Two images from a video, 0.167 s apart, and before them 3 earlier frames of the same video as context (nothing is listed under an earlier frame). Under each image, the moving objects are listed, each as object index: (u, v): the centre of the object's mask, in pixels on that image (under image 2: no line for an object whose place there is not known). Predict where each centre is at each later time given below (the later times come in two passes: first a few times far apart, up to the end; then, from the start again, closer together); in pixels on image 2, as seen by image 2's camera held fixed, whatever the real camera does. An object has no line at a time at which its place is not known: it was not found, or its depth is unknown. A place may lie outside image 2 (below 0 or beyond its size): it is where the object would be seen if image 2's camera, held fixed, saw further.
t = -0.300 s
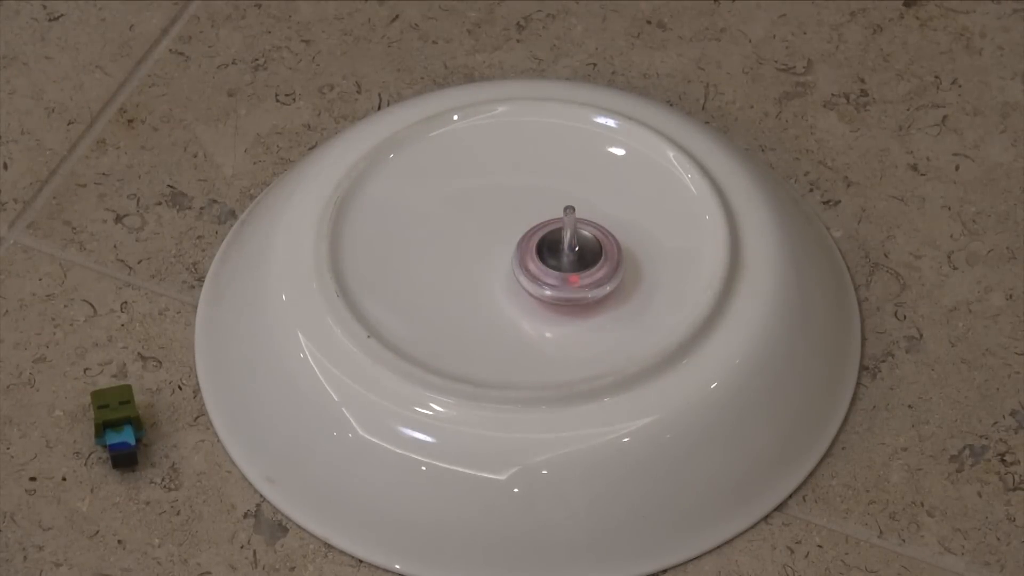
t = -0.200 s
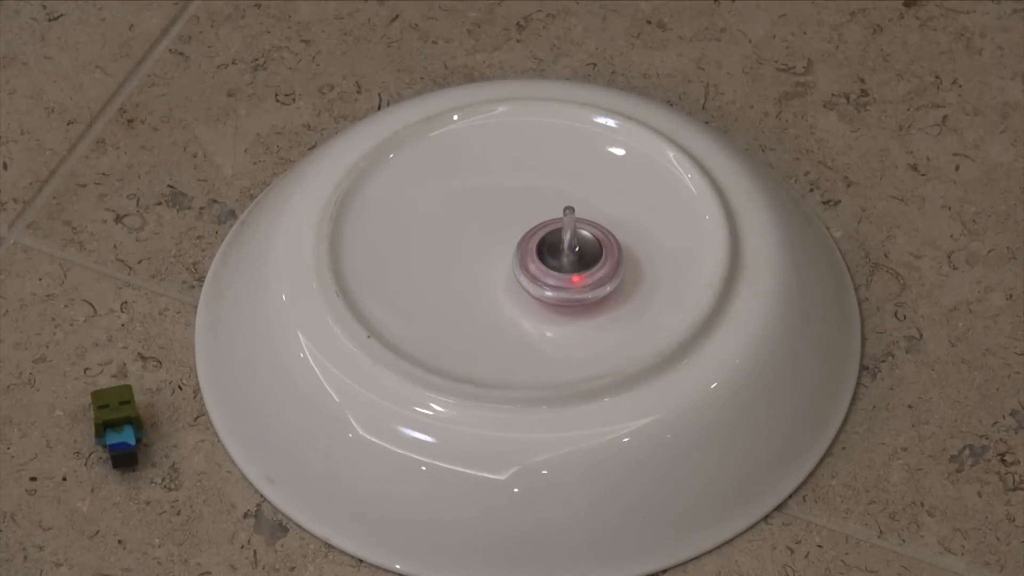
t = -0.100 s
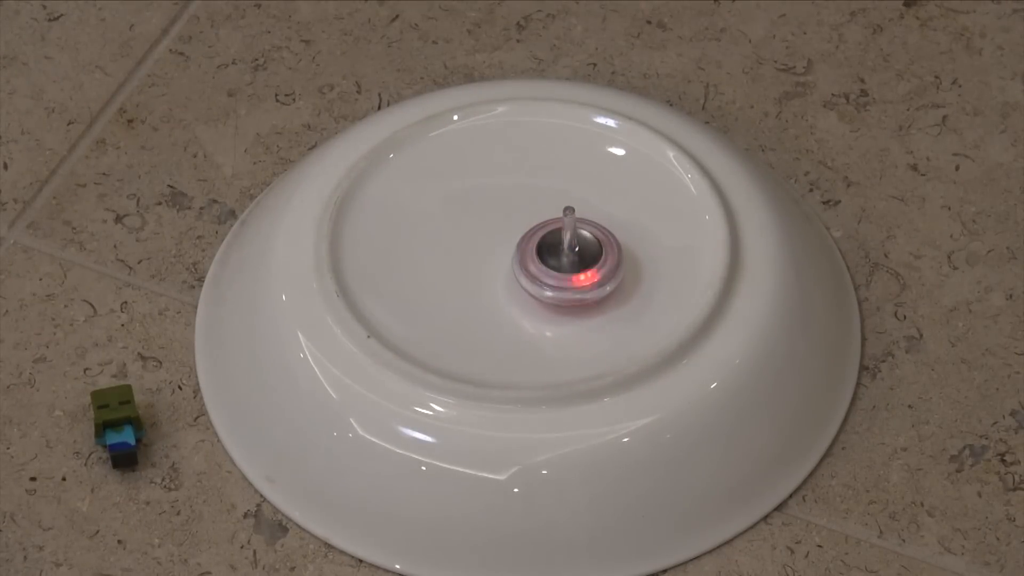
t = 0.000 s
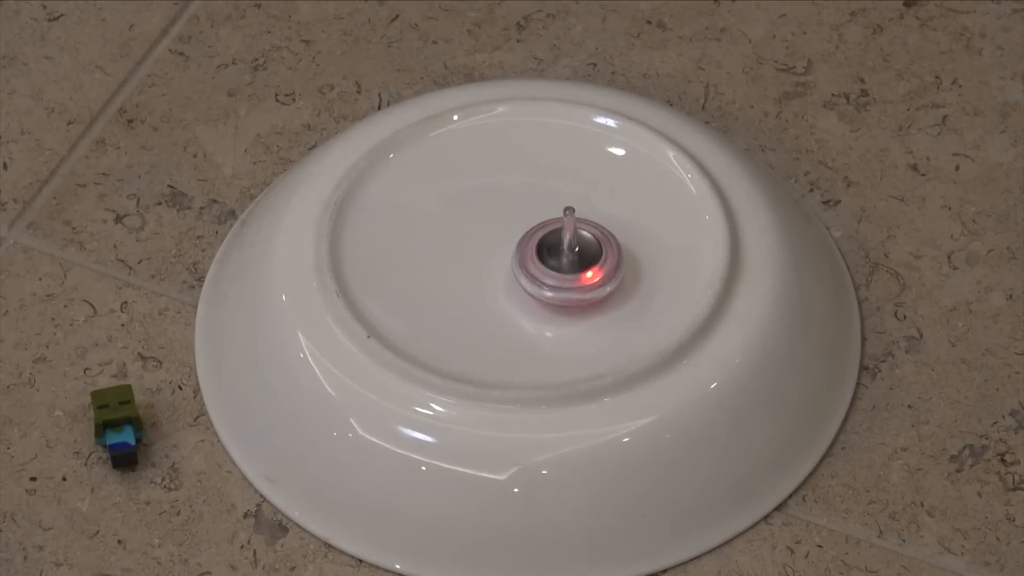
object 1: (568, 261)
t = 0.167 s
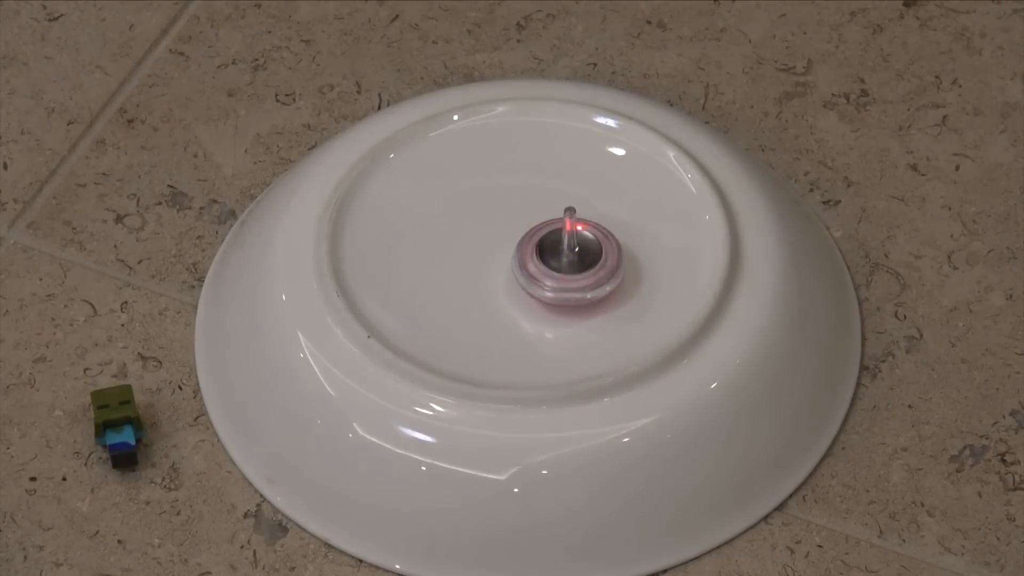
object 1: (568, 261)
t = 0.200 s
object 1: (568, 261)
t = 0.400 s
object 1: (568, 261)
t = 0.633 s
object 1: (568, 261)
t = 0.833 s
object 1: (568, 261)
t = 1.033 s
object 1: (568, 261)
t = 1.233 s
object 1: (568, 261)
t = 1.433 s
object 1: (568, 261)
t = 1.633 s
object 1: (568, 262)
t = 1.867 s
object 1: (579, 260)
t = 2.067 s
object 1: (575, 264)
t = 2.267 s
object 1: (564, 261)
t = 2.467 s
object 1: (553, 258)
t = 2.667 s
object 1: (556, 252)
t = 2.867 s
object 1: (564, 246)
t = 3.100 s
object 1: (571, 236)
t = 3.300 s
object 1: (569, 224)
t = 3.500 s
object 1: (543, 227)
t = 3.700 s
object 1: (549, 248)
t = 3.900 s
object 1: (555, 229)
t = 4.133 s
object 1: (545, 246)
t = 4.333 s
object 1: (561, 236)
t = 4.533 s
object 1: (544, 232)
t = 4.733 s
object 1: (548, 248)
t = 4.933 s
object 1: (560, 238)
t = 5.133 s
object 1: (548, 229)
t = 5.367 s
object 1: (542, 244)
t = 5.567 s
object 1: (555, 245)
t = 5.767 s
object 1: (561, 236)
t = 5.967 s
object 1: (548, 230)
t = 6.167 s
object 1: (541, 236)
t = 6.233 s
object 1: (540, 240)
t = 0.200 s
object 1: (568, 261)
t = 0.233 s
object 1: (568, 261)
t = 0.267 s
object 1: (568, 261)
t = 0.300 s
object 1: (568, 261)
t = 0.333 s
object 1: (568, 261)
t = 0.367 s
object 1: (568, 261)
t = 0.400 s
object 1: (568, 261)
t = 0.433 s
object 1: (568, 261)
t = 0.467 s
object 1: (568, 261)
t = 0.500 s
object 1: (568, 261)
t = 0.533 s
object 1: (568, 261)
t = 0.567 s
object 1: (568, 261)
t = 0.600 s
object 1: (568, 261)
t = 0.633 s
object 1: (568, 261)
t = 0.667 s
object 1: (568, 261)
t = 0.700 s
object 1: (568, 261)
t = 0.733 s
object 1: (568, 261)
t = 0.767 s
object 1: (568, 261)
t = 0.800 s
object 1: (568, 261)
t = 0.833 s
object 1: (568, 261)
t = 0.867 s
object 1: (568, 261)
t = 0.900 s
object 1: (568, 261)
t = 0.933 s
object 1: (568, 261)
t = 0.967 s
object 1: (568, 261)
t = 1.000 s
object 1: (568, 260)
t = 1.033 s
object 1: (568, 261)
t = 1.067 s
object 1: (568, 261)
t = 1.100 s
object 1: (568, 261)
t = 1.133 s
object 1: (568, 261)
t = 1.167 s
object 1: (568, 261)
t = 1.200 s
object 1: (568, 261)
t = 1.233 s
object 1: (568, 261)
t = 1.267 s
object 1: (568, 261)
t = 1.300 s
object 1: (568, 261)
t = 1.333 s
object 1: (568, 261)
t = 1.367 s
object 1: (567, 261)
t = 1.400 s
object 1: (568, 261)
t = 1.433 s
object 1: (568, 261)
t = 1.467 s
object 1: (568, 261)
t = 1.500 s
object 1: (568, 261)
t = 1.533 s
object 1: (568, 260)
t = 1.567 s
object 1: (569, 261)
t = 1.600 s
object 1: (569, 262)
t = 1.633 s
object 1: (568, 262)
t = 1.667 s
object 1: (567, 262)
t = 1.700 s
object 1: (566, 261)
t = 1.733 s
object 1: (566, 259)
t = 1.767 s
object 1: (567, 258)
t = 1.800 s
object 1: (571, 256)
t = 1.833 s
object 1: (575, 258)
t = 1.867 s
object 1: (579, 260)
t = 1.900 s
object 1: (580, 261)
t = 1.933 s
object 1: (579, 262)
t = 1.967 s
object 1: (579, 263)
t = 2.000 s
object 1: (578, 264)
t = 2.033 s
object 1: (576, 264)
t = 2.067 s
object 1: (575, 264)
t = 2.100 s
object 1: (573, 263)
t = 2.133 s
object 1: (571, 263)
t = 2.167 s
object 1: (570, 262)
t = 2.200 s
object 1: (568, 261)
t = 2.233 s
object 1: (567, 261)
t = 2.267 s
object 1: (564, 261)
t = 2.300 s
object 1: (562, 261)
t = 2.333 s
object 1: (559, 261)
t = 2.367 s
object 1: (557, 260)
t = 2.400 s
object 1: (556, 260)
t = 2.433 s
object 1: (554, 259)
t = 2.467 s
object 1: (553, 258)
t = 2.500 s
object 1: (552, 257)
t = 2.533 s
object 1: (552, 256)
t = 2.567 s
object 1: (552, 255)
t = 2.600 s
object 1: (554, 254)
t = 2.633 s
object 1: (555, 254)
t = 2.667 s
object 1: (556, 252)
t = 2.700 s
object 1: (558, 252)
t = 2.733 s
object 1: (559, 250)
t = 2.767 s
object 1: (560, 249)
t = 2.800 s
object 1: (562, 248)
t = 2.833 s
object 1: (563, 247)
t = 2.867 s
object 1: (564, 246)
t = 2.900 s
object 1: (565, 244)
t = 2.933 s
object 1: (566, 243)
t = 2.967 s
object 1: (567, 242)
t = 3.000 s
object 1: (569, 241)
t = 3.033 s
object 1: (569, 239)
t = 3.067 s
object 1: (570, 238)
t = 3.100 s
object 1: (571, 236)
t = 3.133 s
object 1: (571, 235)
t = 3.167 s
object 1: (571, 233)
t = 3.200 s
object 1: (571, 231)
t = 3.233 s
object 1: (571, 229)
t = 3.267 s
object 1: (570, 227)
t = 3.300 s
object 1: (569, 224)
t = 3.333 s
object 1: (565, 222)
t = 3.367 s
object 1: (560, 221)
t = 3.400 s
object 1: (556, 221)
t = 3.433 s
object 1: (550, 223)
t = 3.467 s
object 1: (546, 224)
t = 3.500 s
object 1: (543, 227)
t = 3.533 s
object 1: (541, 230)
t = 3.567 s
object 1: (539, 234)
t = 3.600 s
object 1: (540, 238)
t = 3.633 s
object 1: (541, 243)
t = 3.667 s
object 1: (544, 246)
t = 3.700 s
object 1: (549, 248)
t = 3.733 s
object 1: (555, 247)
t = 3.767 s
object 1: (558, 245)
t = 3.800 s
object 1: (561, 240)
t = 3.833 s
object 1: (561, 236)
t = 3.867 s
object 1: (559, 232)
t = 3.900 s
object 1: (555, 229)
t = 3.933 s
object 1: (550, 228)
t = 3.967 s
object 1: (545, 229)
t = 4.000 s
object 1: (542, 232)
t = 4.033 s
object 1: (541, 235)
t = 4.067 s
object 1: (541, 239)
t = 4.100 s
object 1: (542, 244)
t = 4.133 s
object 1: (545, 246)
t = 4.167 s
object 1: (549, 248)
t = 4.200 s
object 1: (553, 247)
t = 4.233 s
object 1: (557, 245)
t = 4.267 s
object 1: (559, 243)
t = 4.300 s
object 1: (561, 240)
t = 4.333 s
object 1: (561, 236)
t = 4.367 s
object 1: (560, 233)
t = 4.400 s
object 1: (557, 230)
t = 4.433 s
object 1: (554, 229)
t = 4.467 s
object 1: (550, 229)
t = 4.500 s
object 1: (546, 230)
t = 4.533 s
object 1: (544, 232)
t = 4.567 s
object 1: (542, 235)
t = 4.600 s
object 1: (541, 238)
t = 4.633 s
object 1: (541, 241)
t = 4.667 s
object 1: (542, 244)
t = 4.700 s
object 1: (545, 246)
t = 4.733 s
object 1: (548, 248)
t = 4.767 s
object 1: (550, 247)
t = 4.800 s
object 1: (554, 246)
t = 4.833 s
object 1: (557, 245)
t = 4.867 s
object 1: (559, 243)
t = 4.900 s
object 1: (560, 241)
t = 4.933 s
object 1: (560, 238)
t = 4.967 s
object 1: (561, 236)
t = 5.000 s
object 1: (560, 233)
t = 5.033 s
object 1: (558, 231)
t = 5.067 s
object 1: (555, 230)
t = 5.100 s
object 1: (551, 229)
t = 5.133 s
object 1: (548, 229)
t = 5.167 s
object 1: (545, 231)
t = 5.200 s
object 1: (543, 232)
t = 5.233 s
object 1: (542, 234)
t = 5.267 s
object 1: (541, 237)
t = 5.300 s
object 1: (540, 239)
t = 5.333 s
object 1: (541, 241)
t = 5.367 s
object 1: (542, 244)
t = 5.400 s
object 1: (543, 245)
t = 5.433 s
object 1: (546, 247)
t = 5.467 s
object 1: (548, 248)
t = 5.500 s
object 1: (551, 248)
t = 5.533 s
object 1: (552, 246)
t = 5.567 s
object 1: (555, 245)
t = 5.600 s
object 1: (558, 245)
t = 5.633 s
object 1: (560, 244)
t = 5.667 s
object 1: (560, 242)
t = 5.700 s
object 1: (561, 240)
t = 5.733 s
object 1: (561, 238)
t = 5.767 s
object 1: (561, 236)
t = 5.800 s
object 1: (560, 234)
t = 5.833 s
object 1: (559, 232)
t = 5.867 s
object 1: (557, 231)
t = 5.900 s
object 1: (554, 230)
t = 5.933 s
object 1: (551, 229)
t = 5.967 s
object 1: (548, 230)
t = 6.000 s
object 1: (546, 230)
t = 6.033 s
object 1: (545, 231)
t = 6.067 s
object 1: (543, 233)
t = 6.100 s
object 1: (542, 234)
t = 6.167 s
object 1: (541, 236)
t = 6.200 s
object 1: (541, 238)
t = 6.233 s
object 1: (540, 240)
